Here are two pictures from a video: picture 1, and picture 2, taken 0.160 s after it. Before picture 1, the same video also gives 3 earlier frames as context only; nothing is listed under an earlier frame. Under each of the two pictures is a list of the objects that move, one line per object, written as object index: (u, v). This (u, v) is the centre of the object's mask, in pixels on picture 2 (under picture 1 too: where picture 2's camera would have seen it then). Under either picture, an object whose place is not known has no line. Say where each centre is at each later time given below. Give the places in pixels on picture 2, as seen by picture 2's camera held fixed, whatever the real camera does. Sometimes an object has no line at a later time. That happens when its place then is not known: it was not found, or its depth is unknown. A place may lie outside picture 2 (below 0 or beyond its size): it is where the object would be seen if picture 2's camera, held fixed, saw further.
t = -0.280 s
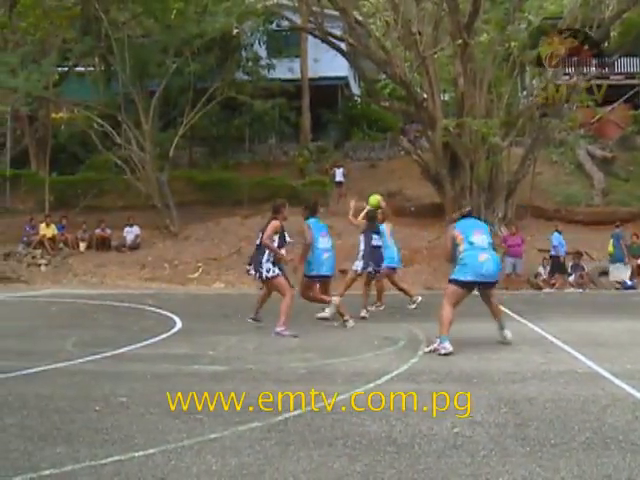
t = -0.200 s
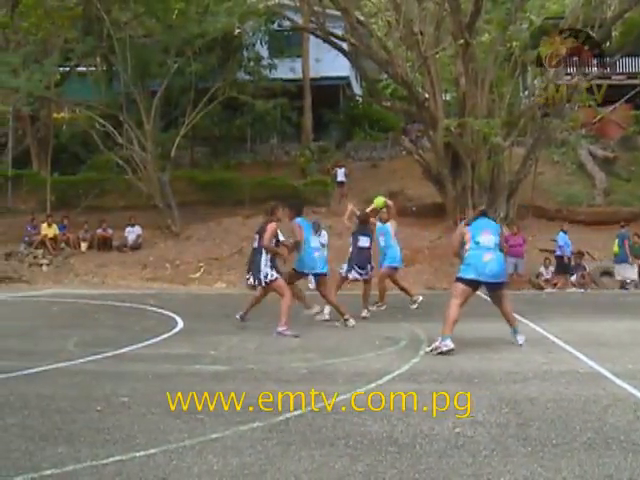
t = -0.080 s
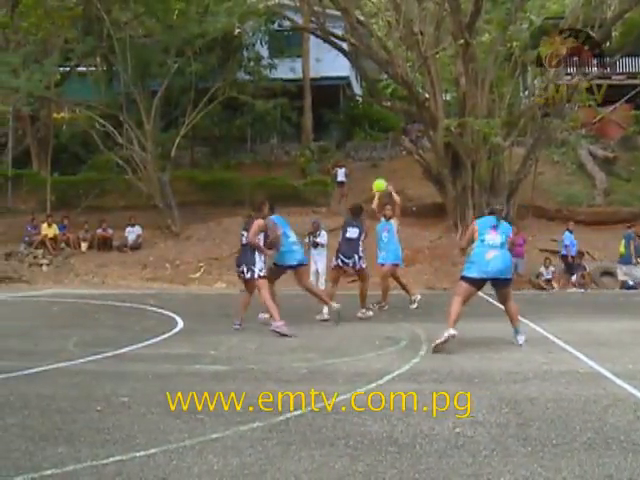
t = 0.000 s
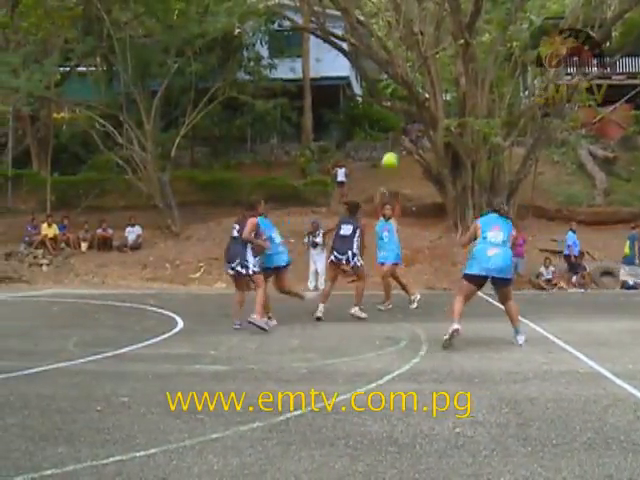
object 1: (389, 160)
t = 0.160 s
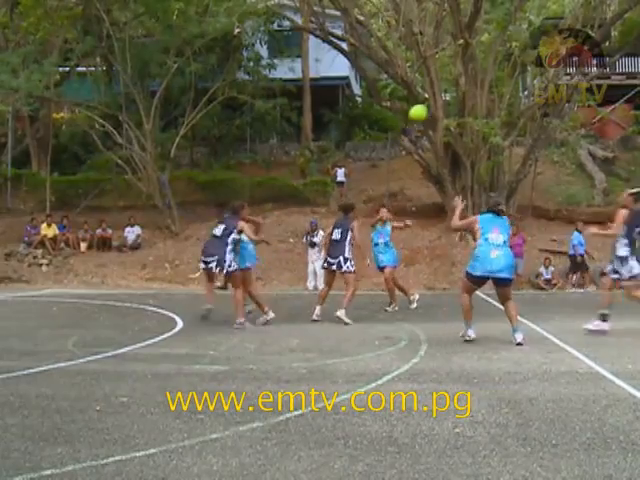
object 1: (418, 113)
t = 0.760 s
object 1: (628, 48)
